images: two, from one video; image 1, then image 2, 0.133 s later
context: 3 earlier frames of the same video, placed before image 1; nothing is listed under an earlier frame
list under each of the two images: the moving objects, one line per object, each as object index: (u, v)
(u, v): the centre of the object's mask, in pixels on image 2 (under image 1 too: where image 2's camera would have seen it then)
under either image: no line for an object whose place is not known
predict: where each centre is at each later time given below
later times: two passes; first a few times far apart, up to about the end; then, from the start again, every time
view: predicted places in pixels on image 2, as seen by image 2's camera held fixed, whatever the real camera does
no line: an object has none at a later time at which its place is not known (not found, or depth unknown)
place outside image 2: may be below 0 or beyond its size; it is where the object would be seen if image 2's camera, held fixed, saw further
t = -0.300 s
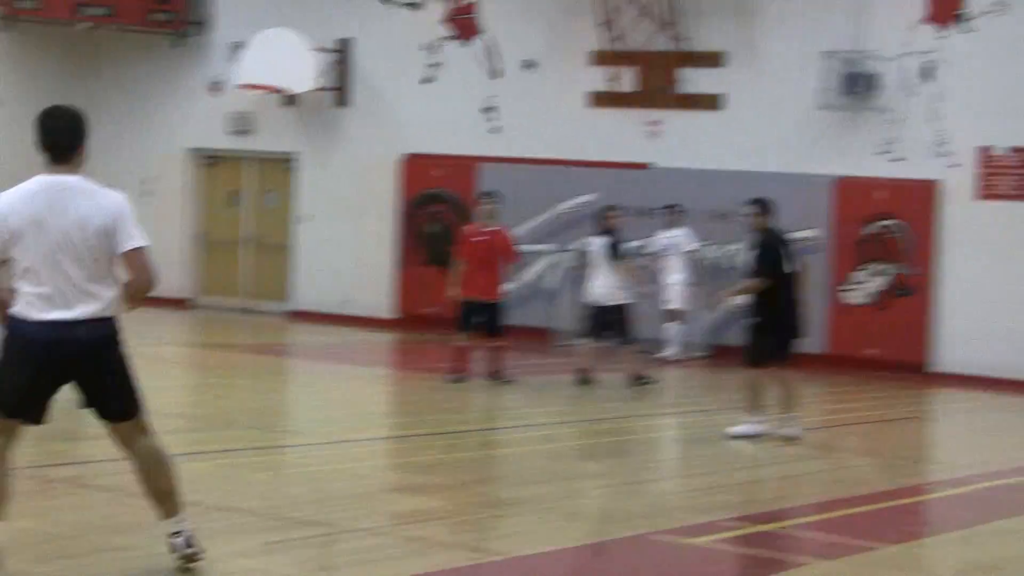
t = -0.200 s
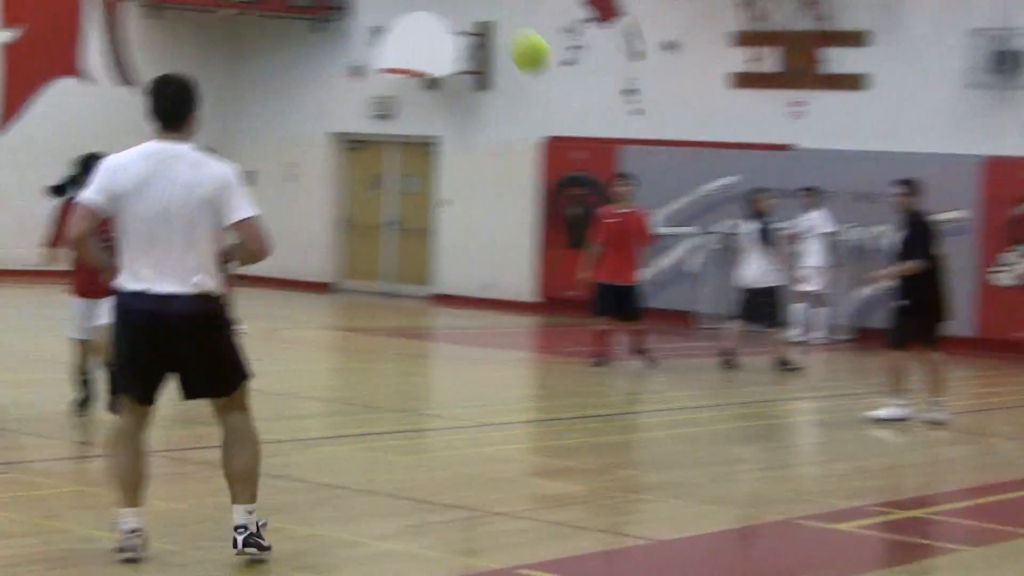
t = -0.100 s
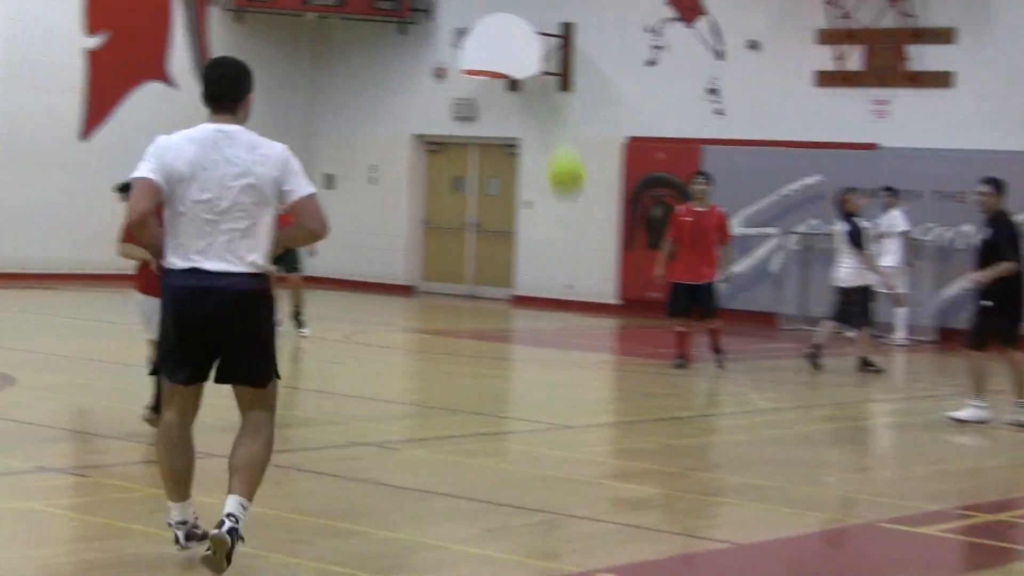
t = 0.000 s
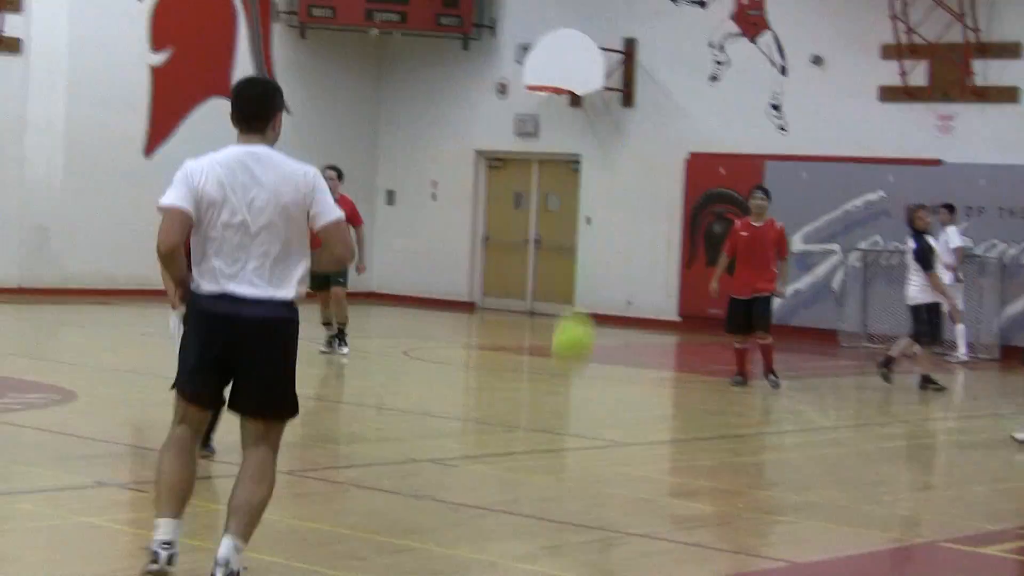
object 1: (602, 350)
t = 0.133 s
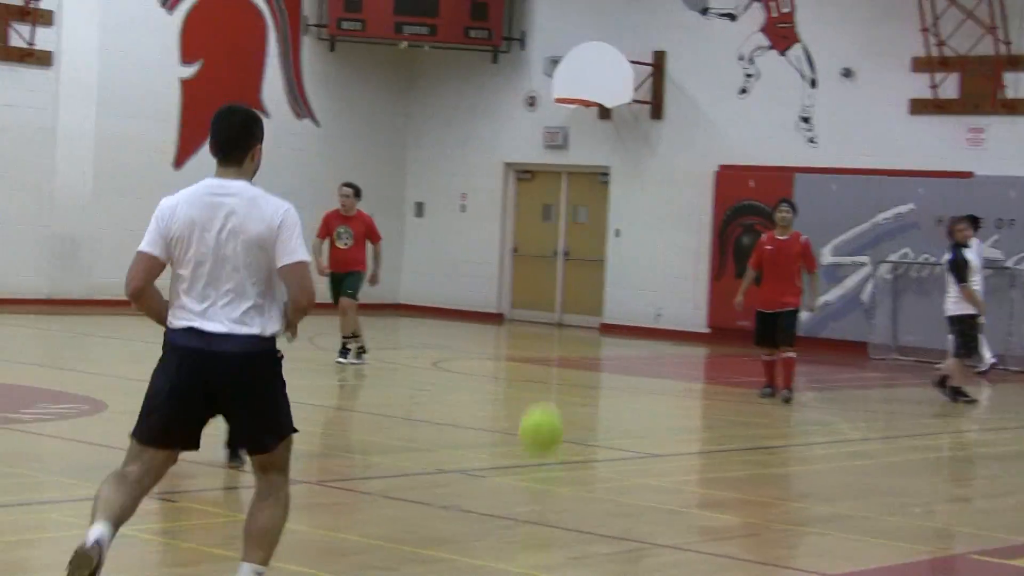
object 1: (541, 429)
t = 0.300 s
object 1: (496, 254)
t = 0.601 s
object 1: (392, 51)
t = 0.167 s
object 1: (532, 392)
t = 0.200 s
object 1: (524, 354)
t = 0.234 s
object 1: (516, 320)
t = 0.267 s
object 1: (507, 285)
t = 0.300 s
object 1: (496, 254)
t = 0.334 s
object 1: (485, 225)
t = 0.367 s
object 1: (476, 196)
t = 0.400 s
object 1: (465, 168)
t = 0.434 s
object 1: (454, 143)
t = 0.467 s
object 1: (442, 121)
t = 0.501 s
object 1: (430, 101)
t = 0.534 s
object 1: (418, 83)
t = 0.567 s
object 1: (405, 66)
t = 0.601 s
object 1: (392, 51)
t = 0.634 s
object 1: (376, 40)
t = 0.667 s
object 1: (359, 31)
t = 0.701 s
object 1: (343, 25)
